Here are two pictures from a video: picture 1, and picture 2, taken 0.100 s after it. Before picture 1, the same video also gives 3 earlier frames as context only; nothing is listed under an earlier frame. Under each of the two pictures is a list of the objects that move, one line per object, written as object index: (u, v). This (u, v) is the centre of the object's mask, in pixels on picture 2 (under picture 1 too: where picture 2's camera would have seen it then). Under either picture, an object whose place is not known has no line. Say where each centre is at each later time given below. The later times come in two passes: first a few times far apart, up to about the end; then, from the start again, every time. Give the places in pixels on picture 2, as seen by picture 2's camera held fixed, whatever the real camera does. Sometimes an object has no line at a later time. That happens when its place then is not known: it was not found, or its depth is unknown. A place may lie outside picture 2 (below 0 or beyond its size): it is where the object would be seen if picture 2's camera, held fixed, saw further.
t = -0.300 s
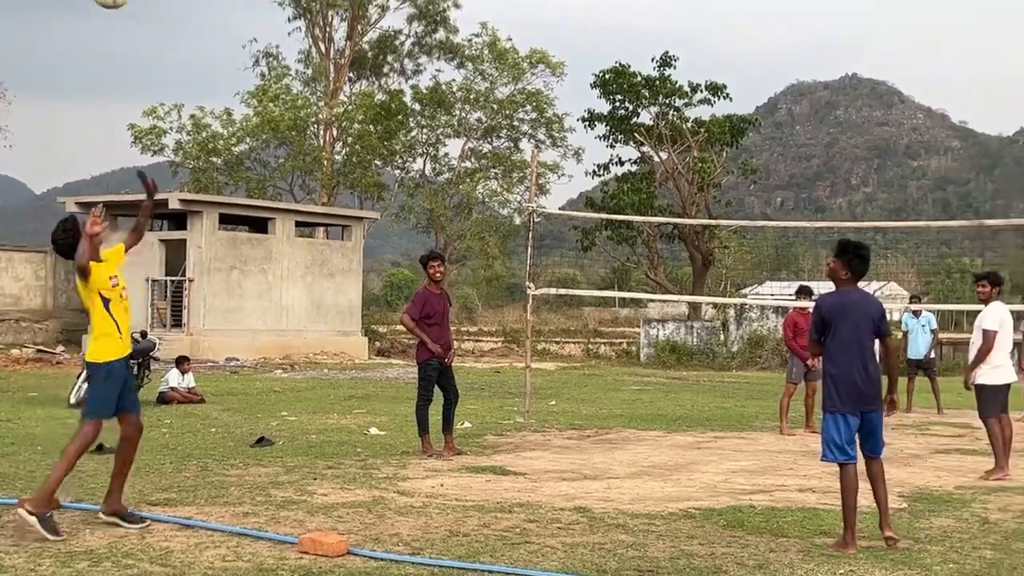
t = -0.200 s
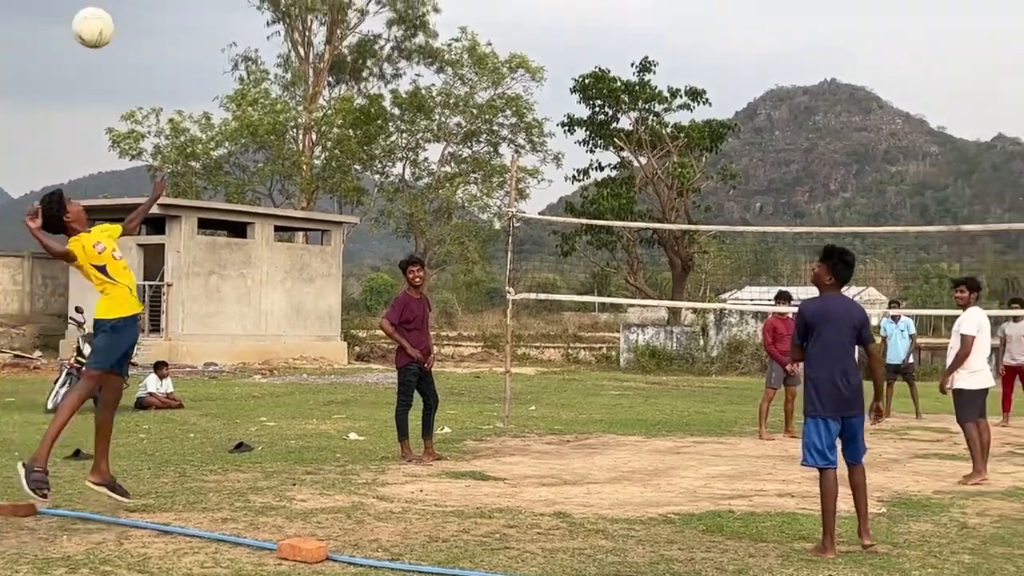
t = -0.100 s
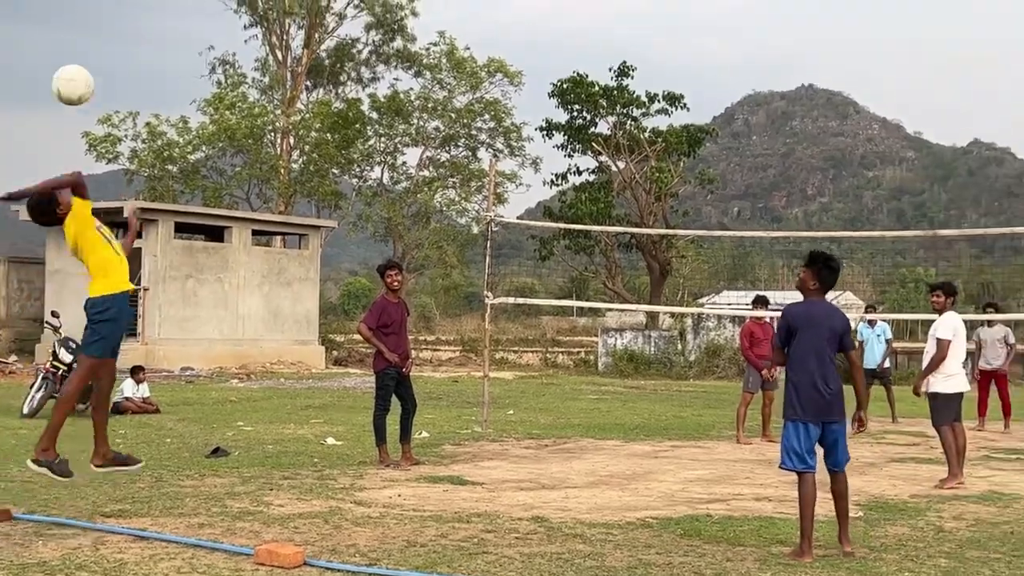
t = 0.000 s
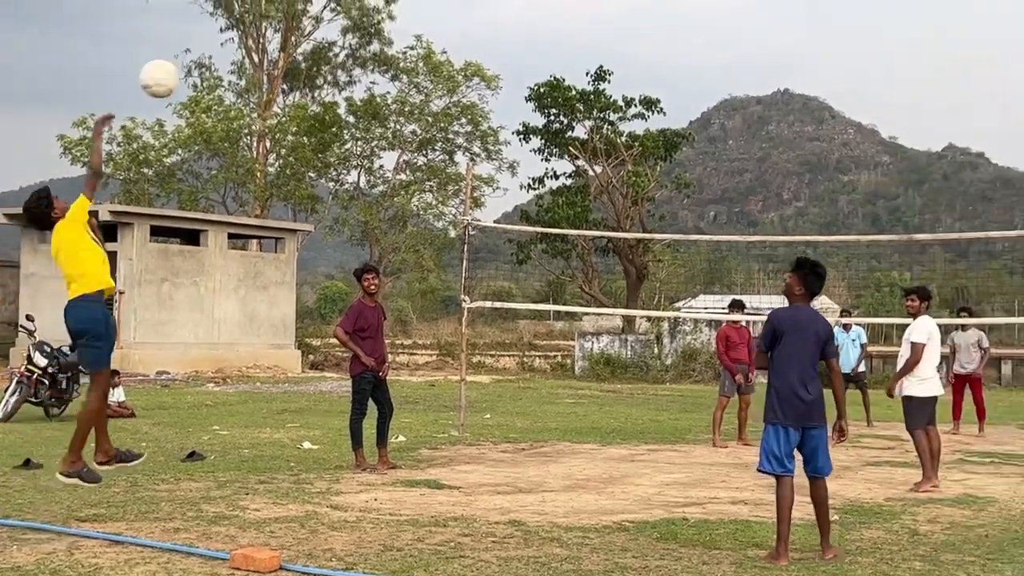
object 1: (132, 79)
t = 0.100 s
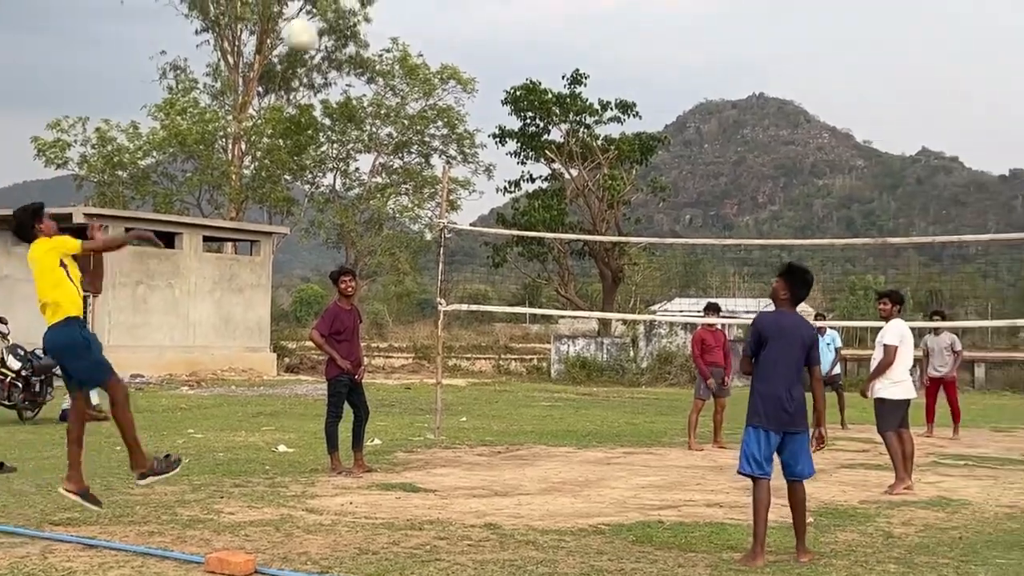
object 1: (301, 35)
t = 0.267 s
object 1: (500, 17)
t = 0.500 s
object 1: (690, 63)
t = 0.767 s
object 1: (838, 171)
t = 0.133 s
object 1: (347, 25)
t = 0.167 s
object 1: (390, 22)
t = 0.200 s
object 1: (430, 17)
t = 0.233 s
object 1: (467, 16)
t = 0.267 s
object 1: (500, 17)
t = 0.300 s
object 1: (533, 20)
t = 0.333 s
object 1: (564, 24)
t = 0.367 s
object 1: (591, 29)
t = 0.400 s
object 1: (619, 36)
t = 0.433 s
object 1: (644, 44)
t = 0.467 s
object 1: (668, 53)
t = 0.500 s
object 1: (690, 63)
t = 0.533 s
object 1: (712, 74)
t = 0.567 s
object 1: (733, 86)
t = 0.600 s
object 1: (752, 98)
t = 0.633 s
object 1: (771, 111)
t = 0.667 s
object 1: (789, 125)
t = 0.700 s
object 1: (805, 139)
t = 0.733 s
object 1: (822, 155)
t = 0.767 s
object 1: (838, 171)
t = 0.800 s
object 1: (853, 188)
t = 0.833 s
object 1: (868, 206)
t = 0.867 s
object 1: (882, 223)
